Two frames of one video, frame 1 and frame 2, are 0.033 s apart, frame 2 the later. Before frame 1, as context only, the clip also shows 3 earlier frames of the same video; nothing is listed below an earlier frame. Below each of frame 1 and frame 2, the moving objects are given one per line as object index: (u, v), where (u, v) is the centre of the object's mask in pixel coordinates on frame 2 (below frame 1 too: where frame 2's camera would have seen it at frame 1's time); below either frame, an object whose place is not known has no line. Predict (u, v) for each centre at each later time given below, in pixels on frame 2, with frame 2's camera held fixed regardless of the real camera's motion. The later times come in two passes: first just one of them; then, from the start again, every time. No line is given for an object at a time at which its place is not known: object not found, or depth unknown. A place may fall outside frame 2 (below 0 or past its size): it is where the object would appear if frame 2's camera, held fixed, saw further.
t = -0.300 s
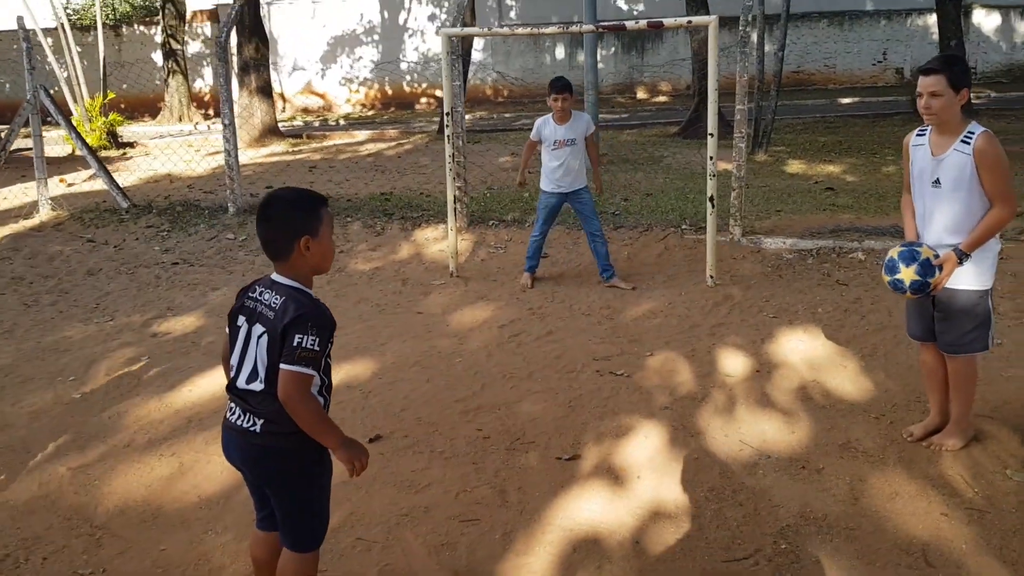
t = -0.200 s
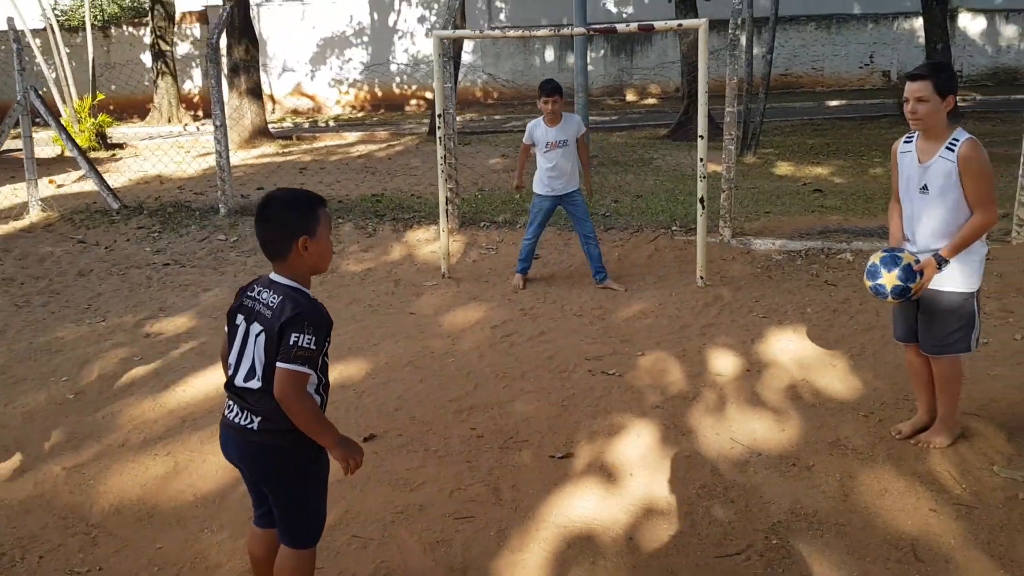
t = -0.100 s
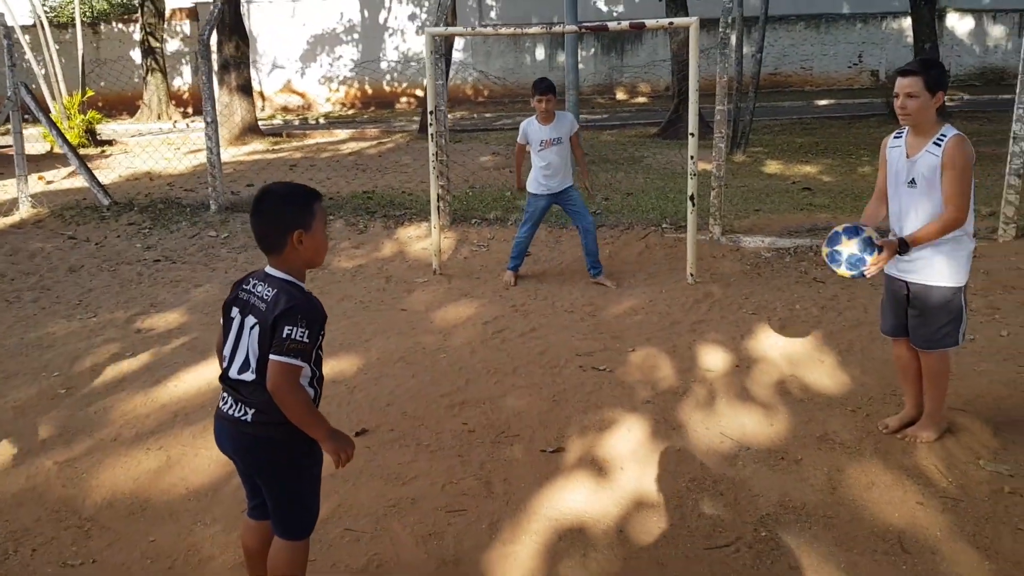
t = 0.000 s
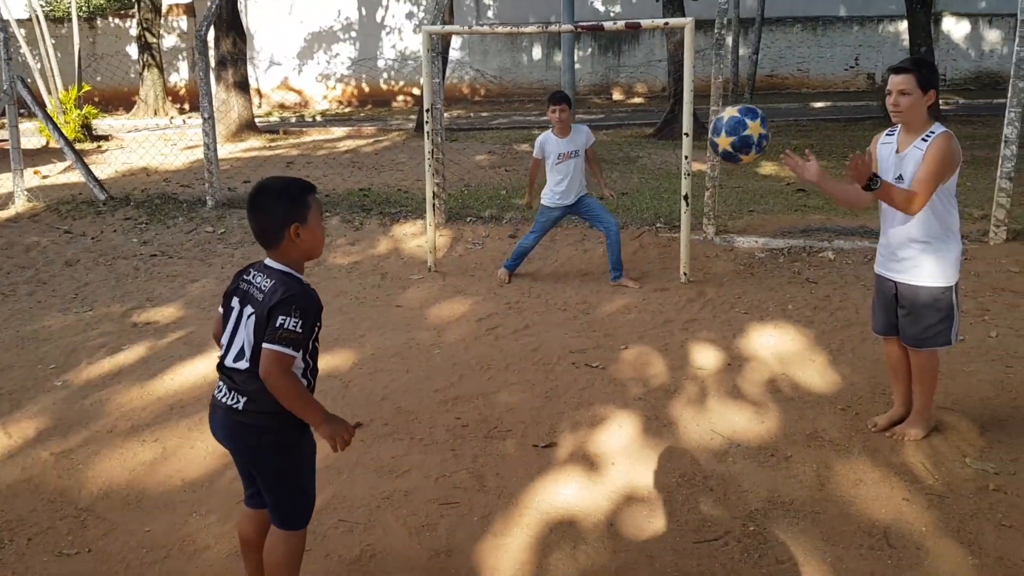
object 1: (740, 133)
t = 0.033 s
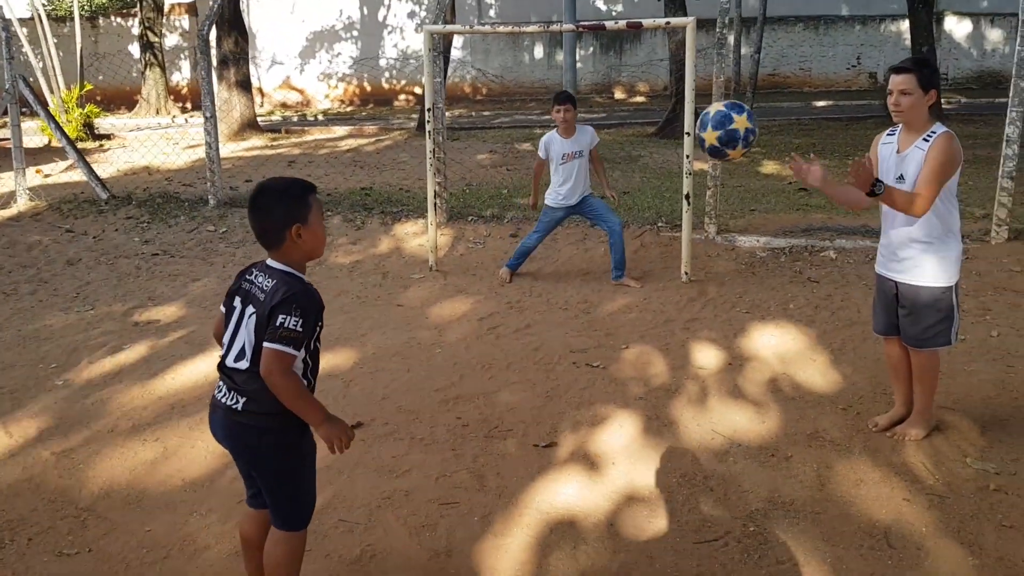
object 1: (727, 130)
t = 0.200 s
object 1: (650, 160)
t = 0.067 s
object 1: (711, 130)
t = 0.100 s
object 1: (696, 133)
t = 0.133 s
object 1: (681, 139)
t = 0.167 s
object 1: (665, 148)
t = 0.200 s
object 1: (650, 160)
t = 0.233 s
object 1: (634, 176)
